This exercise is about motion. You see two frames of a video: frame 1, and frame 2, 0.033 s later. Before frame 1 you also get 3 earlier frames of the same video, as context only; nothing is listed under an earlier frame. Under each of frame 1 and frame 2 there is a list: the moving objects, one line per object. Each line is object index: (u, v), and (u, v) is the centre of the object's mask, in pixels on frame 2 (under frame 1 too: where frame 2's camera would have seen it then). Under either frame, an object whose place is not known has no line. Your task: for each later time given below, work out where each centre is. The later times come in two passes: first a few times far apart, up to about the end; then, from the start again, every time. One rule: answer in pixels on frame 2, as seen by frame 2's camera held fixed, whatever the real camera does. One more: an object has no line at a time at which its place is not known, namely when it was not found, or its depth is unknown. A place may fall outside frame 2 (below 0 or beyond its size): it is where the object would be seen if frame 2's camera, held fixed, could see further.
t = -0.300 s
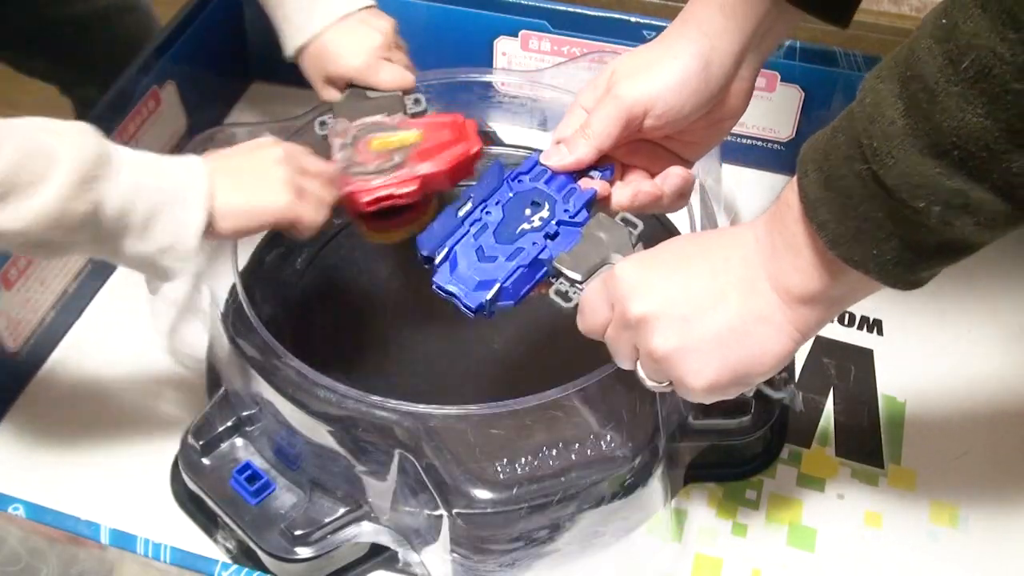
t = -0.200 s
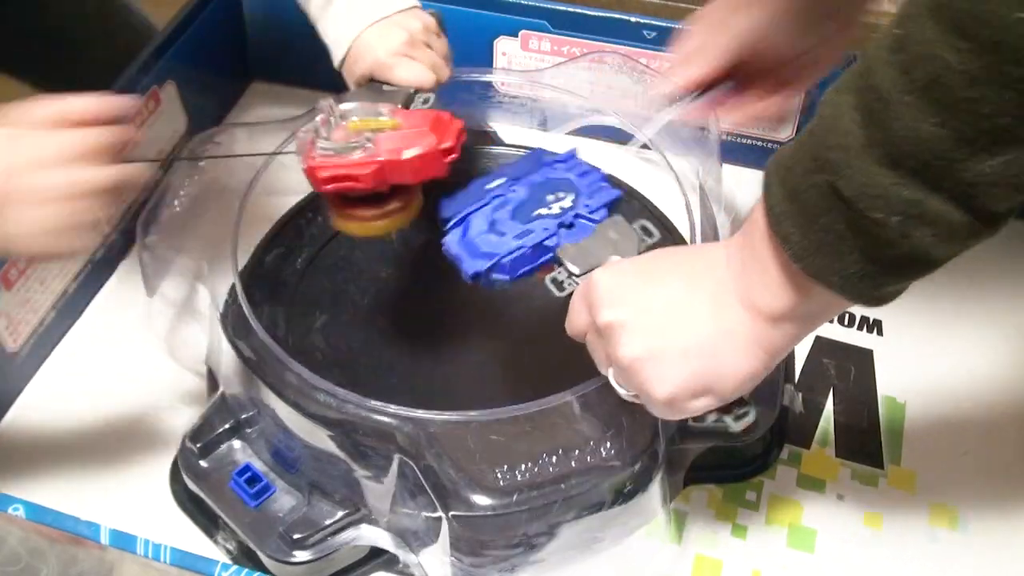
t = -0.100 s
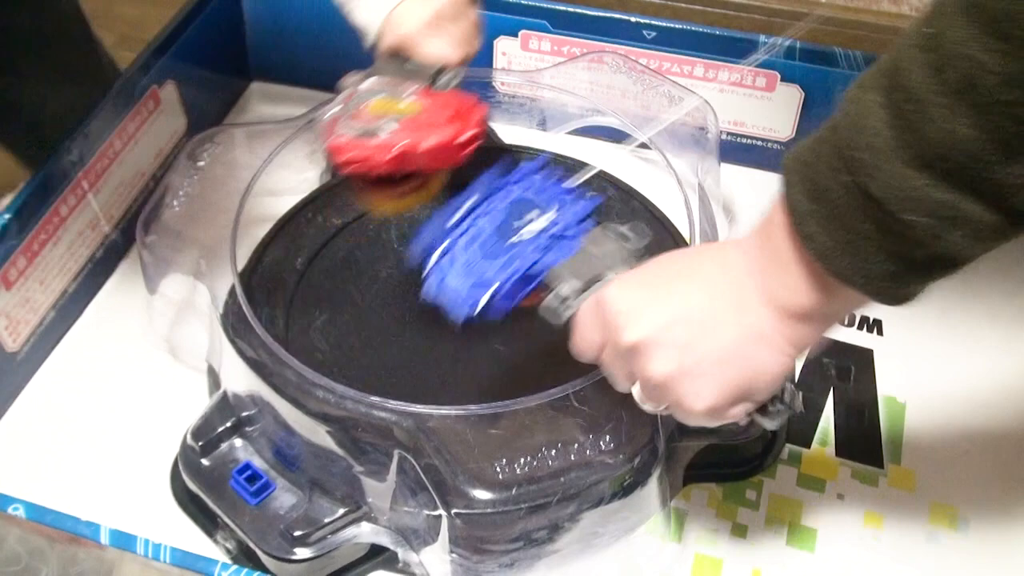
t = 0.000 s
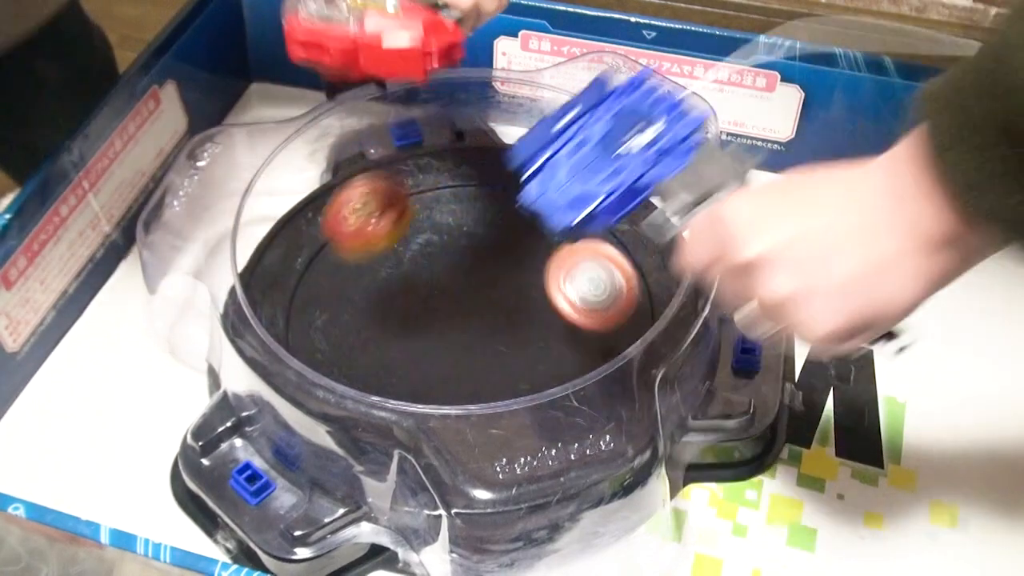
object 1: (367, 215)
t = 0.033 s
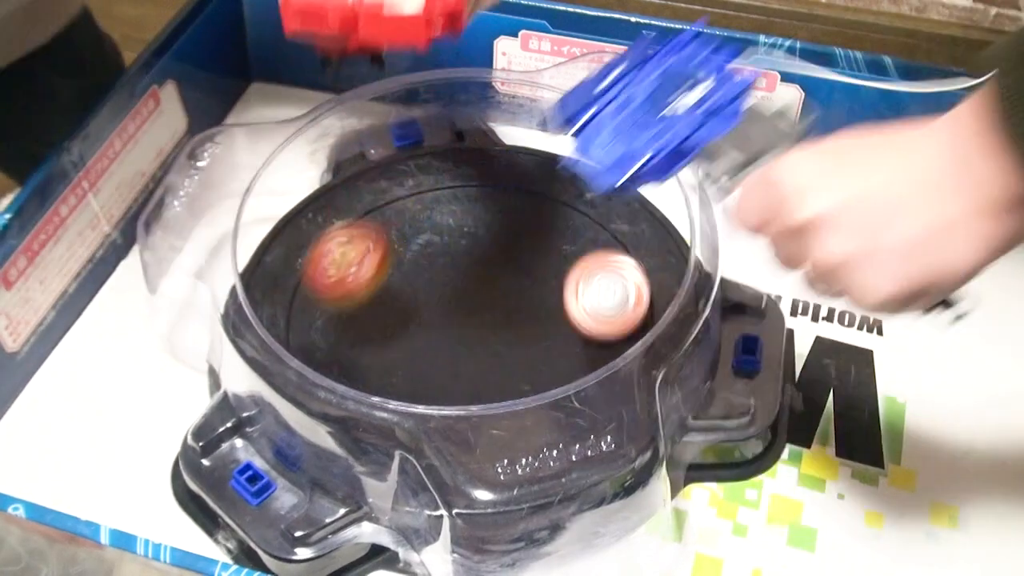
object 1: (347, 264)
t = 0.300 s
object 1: (383, 362)
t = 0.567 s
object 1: (561, 407)
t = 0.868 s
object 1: (463, 276)
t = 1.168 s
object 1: (272, 312)
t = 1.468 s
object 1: (512, 368)
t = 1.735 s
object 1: (513, 272)
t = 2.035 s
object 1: (434, 400)
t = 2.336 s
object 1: (620, 266)
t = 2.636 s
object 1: (302, 262)
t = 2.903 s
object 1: (616, 367)
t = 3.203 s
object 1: (357, 205)
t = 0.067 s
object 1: (334, 306)
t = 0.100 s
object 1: (331, 307)
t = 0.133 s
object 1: (330, 317)
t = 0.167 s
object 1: (333, 326)
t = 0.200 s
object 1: (340, 336)
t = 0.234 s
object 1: (351, 344)
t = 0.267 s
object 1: (366, 354)
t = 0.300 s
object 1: (383, 362)
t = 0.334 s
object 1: (402, 369)
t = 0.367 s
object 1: (422, 375)
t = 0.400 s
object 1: (443, 379)
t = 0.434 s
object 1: (464, 393)
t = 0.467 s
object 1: (488, 403)
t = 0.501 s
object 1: (512, 413)
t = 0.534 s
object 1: (541, 416)
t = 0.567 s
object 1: (561, 407)
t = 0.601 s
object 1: (580, 399)
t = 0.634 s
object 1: (595, 383)
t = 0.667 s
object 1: (604, 366)
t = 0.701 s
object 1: (602, 344)
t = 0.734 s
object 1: (590, 325)
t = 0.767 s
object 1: (570, 307)
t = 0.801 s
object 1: (540, 291)
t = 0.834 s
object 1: (504, 282)
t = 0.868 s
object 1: (463, 276)
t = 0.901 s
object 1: (422, 272)
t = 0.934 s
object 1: (380, 269)
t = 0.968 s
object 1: (341, 268)
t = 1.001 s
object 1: (305, 270)
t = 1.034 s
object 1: (282, 274)
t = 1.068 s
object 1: (263, 286)
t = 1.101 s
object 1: (249, 298)
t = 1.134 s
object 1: (255, 307)
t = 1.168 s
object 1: (272, 312)
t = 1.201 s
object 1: (299, 318)
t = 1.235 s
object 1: (322, 331)
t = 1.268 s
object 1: (350, 342)
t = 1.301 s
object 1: (380, 353)
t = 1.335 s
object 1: (408, 363)
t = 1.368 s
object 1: (435, 370)
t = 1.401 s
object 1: (461, 373)
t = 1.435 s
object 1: (489, 371)
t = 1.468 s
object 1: (512, 368)
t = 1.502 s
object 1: (528, 367)
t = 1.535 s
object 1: (544, 361)
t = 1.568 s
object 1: (559, 352)
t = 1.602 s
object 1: (569, 338)
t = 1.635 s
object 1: (569, 320)
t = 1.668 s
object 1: (558, 300)
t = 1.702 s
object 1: (539, 284)
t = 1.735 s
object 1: (513, 272)
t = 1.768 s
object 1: (486, 267)
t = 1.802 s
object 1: (461, 269)
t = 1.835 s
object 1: (434, 276)
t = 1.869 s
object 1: (407, 289)
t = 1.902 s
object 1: (385, 308)
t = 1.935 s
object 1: (383, 334)
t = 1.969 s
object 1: (390, 358)
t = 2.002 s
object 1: (409, 374)
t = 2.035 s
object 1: (434, 400)
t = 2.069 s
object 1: (467, 415)
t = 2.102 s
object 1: (505, 418)
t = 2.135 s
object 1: (544, 413)
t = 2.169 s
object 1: (580, 402)
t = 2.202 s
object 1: (606, 380)
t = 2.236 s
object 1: (624, 351)
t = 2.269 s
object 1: (633, 321)
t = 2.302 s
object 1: (629, 294)
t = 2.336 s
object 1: (620, 266)
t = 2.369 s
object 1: (600, 238)
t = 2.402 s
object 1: (575, 213)
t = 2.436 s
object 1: (542, 192)
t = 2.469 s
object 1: (503, 176)
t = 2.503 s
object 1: (460, 166)
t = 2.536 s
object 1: (417, 176)
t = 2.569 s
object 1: (370, 193)
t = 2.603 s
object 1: (332, 222)
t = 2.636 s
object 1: (302, 262)
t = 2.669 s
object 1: (296, 307)
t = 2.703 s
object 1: (309, 351)
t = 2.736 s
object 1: (345, 392)
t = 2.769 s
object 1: (398, 422)
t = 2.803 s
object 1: (463, 433)
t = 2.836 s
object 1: (526, 423)
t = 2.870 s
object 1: (580, 400)
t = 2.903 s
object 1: (616, 367)
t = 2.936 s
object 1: (639, 328)
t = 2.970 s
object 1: (640, 288)
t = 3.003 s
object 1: (634, 252)
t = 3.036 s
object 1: (610, 217)
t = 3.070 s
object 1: (570, 192)
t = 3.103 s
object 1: (521, 176)
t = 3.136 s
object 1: (462, 169)
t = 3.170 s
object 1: (407, 181)
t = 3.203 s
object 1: (357, 205)
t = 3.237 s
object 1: (349, 211)
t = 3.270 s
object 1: (373, 193)
